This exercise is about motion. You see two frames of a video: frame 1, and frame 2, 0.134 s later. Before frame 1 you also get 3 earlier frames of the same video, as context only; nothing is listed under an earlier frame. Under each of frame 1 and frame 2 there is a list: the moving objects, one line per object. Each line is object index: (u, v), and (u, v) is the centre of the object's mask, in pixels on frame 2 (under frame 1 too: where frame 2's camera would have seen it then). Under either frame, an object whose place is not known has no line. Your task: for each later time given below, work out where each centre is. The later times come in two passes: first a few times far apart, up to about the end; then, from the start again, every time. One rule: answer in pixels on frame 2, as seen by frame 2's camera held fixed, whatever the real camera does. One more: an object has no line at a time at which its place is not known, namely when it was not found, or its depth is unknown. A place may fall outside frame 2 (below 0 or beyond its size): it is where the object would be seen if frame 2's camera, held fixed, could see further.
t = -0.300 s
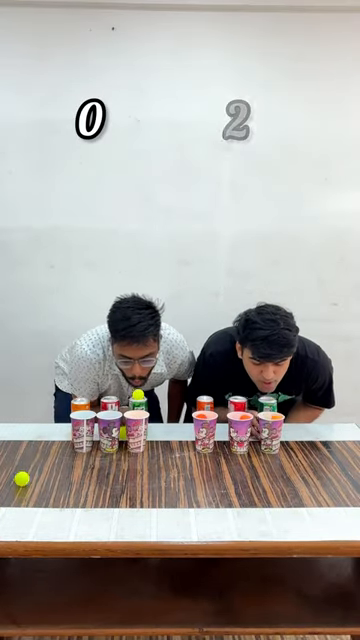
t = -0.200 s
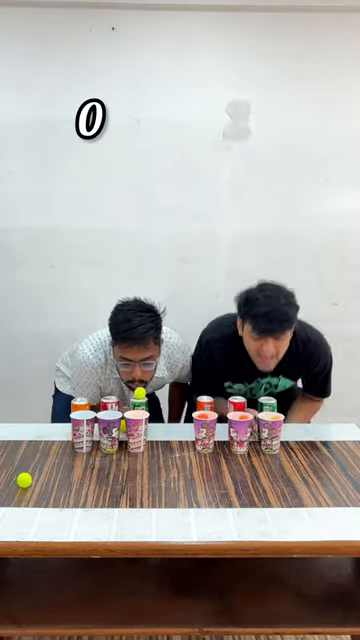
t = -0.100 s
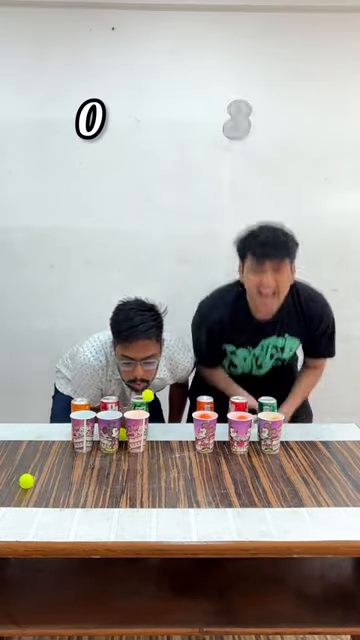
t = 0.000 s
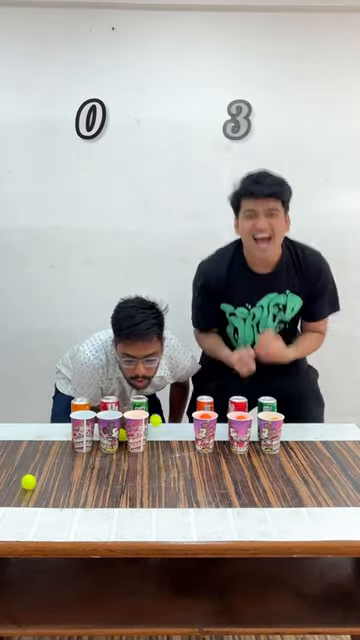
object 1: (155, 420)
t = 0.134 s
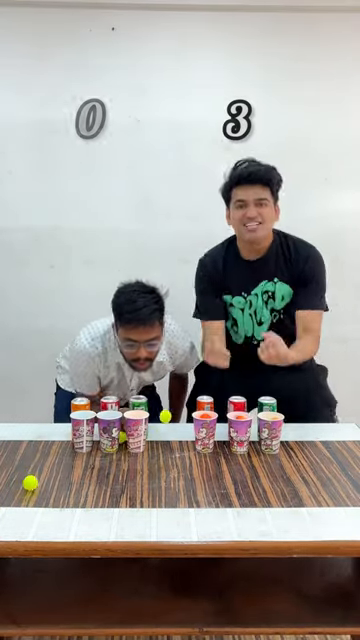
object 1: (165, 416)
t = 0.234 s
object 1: (171, 417)
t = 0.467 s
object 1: (184, 424)
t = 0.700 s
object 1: (197, 434)
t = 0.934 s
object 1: (211, 449)
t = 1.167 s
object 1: (223, 463)
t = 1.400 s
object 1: (236, 474)
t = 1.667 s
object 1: (252, 487)
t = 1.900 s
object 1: (261, 498)
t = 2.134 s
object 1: (267, 508)
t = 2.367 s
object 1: (271, 516)
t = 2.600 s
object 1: (272, 525)
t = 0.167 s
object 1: (167, 414)
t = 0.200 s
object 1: (169, 414)
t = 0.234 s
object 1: (171, 417)
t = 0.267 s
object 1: (172, 423)
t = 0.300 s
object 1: (174, 434)
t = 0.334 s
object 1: (175, 441)
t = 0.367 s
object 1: (178, 430)
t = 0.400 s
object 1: (180, 425)
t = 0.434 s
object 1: (182, 422)
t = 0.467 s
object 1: (184, 424)
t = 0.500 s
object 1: (186, 428)
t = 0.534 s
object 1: (188, 437)
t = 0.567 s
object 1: (190, 447)
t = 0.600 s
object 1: (192, 439)
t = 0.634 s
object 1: (194, 434)
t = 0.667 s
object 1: (196, 432)
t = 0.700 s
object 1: (197, 434)
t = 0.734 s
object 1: (199, 440)
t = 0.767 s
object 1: (201, 449)
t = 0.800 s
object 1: (202, 449)
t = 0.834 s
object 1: (205, 444)
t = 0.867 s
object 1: (207, 443)
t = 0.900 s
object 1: (208, 444)
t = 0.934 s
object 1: (211, 449)
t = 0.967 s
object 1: (213, 458)
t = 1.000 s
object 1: (214, 455)
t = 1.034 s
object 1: (216, 452)
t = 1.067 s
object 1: (218, 453)
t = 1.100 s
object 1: (219, 457)
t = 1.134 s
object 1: (221, 465)
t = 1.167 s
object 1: (223, 463)
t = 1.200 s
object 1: (225, 461)
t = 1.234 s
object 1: (227, 462)
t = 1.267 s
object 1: (228, 468)
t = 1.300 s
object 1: (230, 471)
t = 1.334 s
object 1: (232, 468)
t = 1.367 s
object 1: (234, 469)
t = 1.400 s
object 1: (236, 474)
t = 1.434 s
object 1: (238, 476)
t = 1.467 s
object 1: (240, 475)
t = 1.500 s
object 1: (242, 477)
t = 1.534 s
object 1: (244, 483)
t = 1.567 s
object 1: (246, 482)
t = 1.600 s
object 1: (248, 482)
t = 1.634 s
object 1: (250, 487)
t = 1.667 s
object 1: (252, 487)
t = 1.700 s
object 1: (254, 490)
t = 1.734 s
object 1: (256, 491)
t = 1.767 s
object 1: (257, 493)
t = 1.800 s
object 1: (258, 494)
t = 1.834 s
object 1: (260, 495)
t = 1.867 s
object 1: (261, 496)
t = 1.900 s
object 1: (261, 498)
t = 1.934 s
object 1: (262, 499)
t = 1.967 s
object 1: (263, 500)
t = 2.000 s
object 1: (264, 502)
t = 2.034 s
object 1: (265, 503)
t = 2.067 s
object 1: (266, 505)
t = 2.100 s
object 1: (266, 506)
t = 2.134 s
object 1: (267, 508)
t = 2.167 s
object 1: (268, 510)
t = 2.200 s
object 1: (268, 511)
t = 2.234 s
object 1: (269, 512)
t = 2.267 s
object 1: (270, 512)
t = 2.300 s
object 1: (270, 513)
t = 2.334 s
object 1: (270, 515)
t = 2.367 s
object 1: (271, 516)
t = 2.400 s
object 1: (271, 517)
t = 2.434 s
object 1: (272, 518)
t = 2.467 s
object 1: (272, 519)
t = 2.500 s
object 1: (272, 521)
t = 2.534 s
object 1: (272, 522)
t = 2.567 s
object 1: (272, 523)
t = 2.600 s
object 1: (272, 525)
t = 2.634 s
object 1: (272, 525)
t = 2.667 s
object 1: (272, 526)
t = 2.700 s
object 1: (273, 529)
